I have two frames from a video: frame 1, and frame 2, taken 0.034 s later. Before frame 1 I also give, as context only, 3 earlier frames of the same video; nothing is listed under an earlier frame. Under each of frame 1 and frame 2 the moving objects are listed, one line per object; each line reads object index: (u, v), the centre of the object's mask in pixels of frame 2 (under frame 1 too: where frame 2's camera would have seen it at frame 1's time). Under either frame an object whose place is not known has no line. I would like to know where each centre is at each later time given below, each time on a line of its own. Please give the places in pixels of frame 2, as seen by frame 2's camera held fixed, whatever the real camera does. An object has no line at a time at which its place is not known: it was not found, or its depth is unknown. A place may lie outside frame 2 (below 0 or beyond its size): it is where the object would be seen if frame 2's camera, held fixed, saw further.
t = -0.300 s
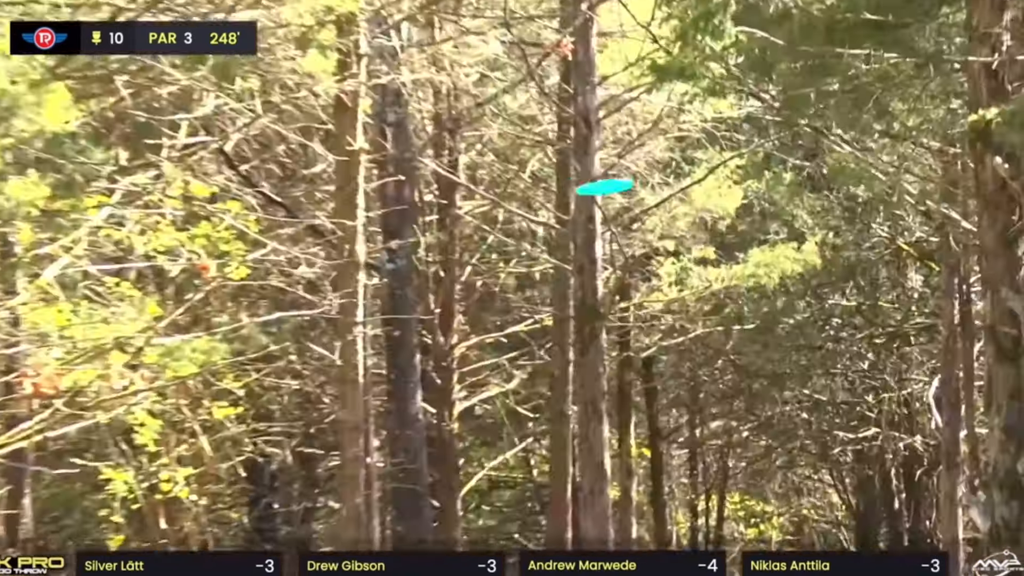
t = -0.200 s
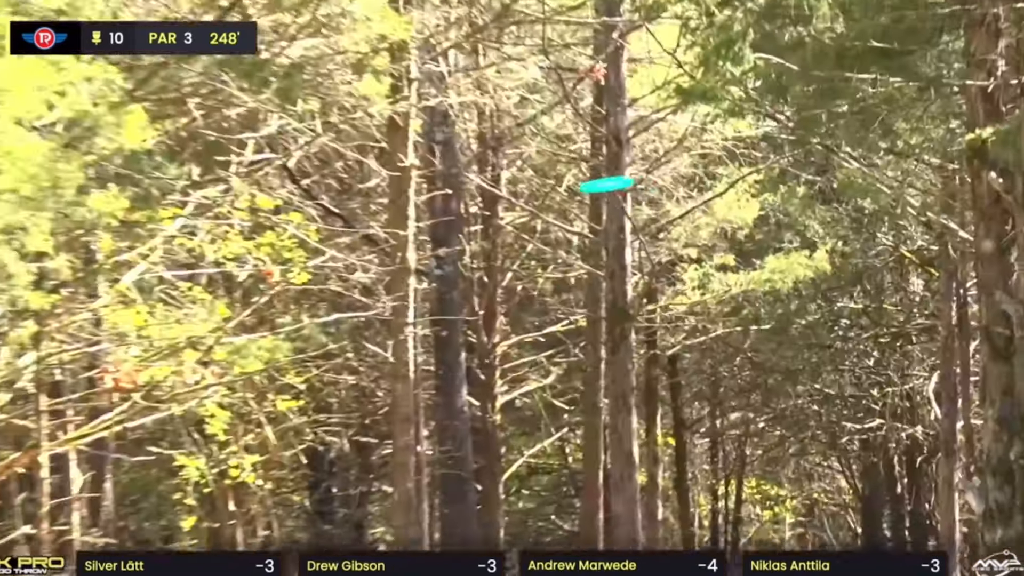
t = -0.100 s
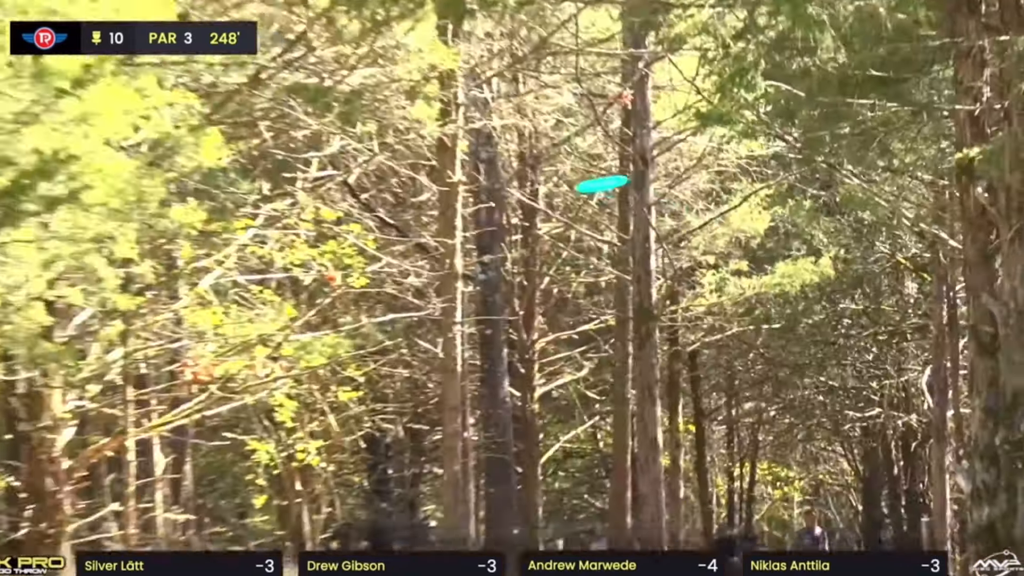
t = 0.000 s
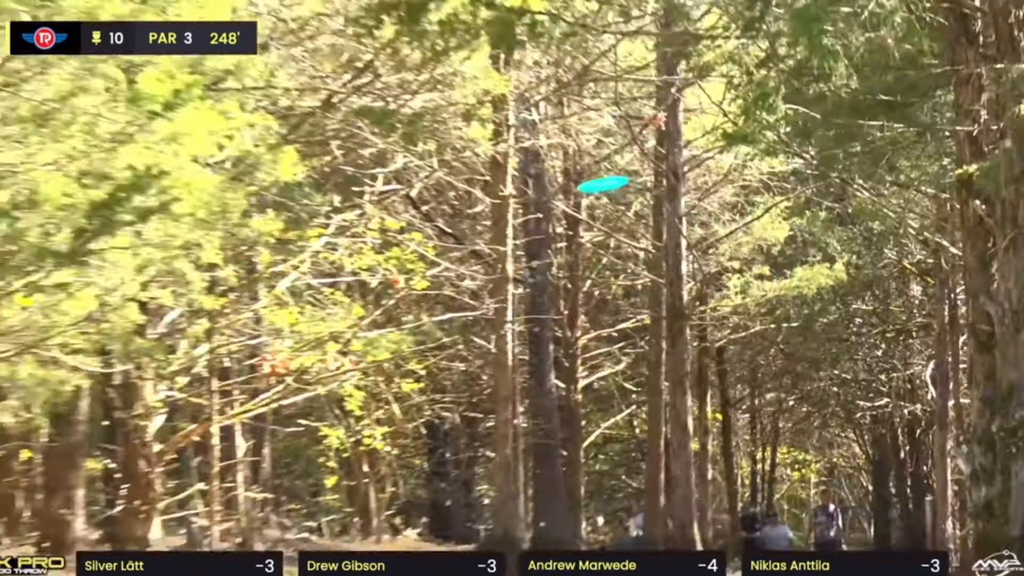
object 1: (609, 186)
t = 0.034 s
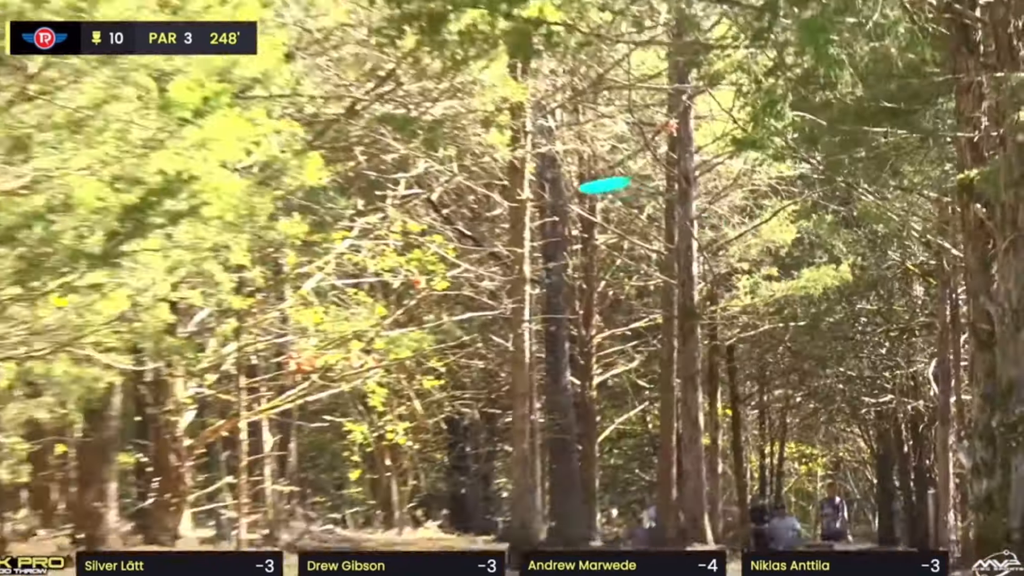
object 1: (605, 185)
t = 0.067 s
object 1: (599, 184)
